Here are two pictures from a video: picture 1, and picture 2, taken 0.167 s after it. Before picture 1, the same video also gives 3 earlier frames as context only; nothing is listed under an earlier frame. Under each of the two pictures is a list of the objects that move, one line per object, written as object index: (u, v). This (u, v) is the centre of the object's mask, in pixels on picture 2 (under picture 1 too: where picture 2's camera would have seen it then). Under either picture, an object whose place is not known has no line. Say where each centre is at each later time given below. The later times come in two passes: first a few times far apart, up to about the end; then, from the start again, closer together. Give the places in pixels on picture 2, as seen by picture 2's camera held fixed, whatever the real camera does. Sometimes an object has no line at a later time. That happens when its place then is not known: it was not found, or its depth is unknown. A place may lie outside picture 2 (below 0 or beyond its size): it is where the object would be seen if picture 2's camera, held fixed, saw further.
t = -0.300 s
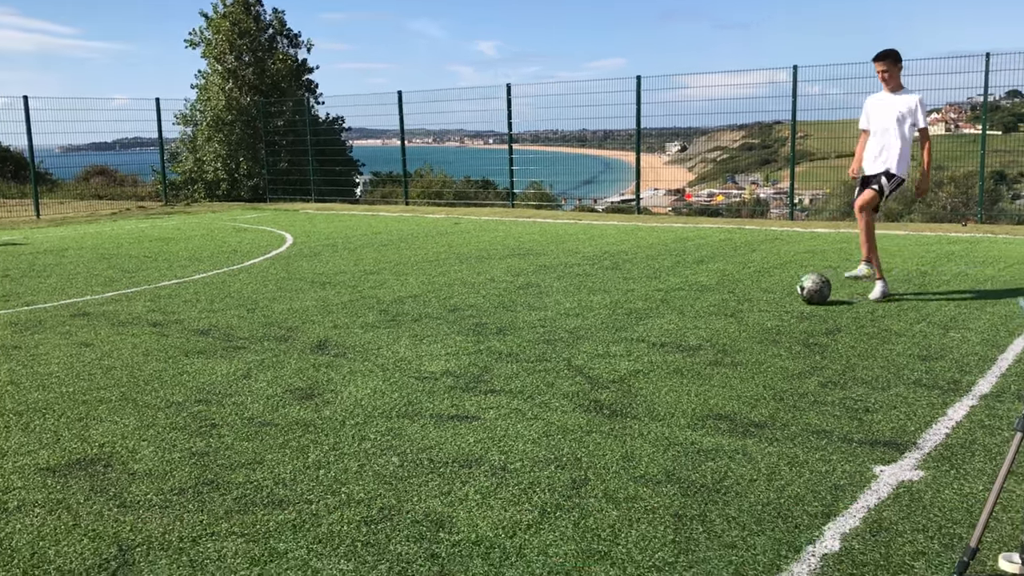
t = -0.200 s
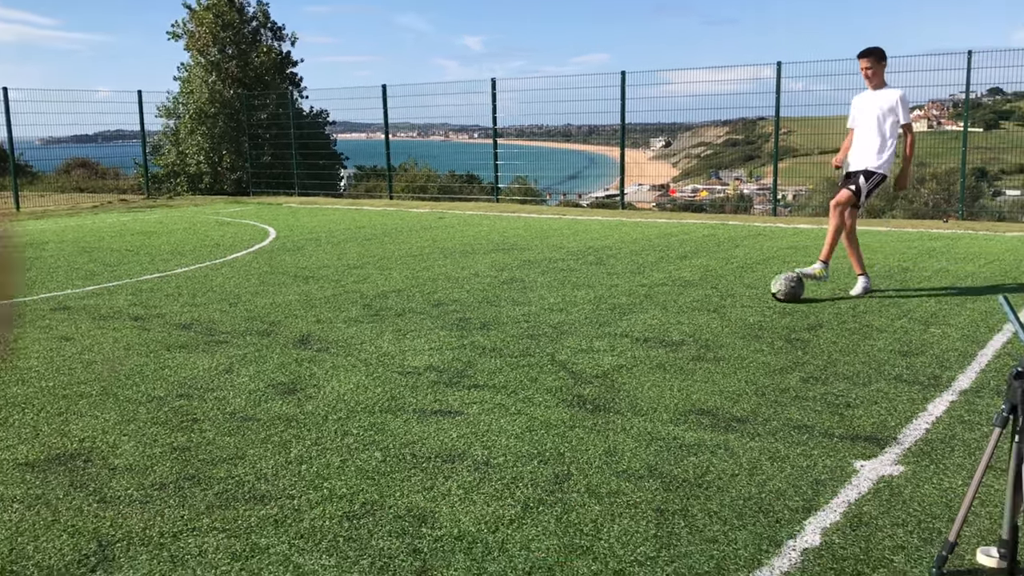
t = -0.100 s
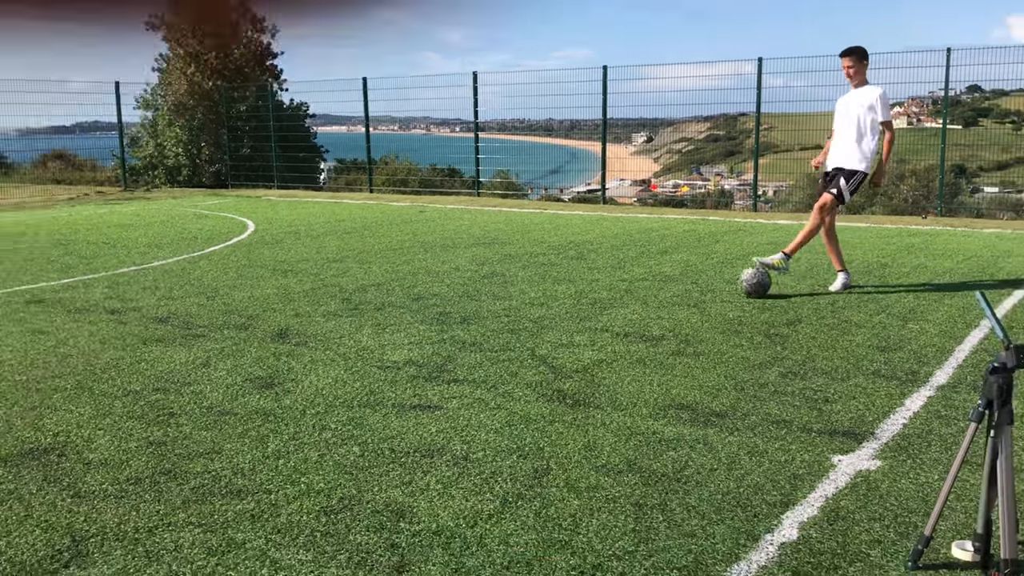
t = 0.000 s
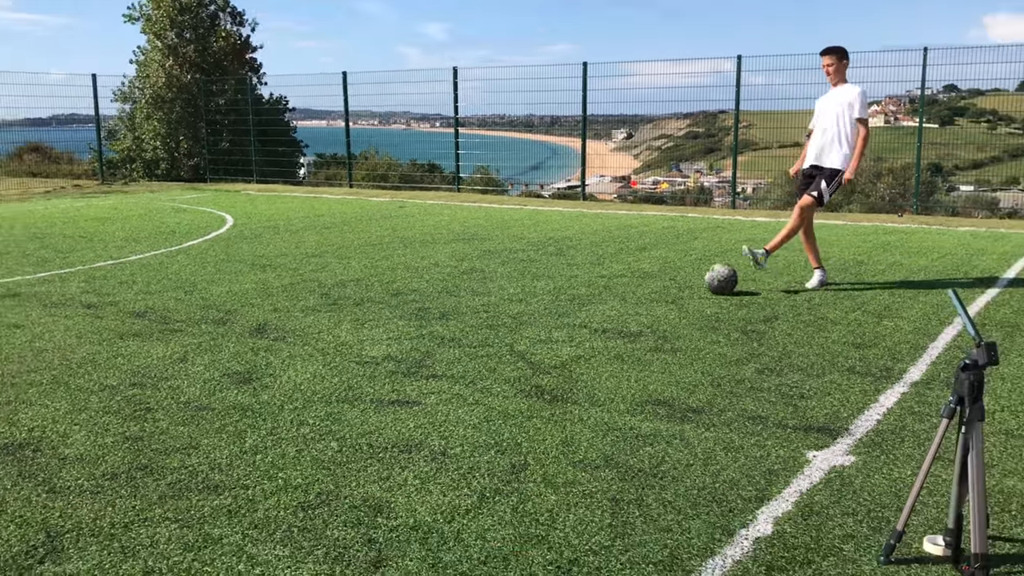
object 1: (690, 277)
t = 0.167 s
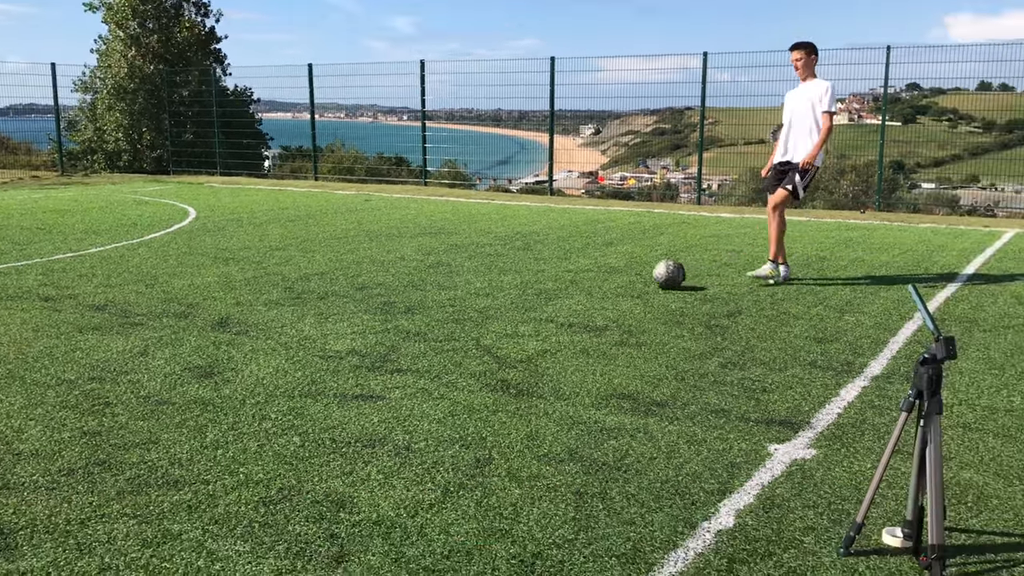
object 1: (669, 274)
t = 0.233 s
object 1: (661, 274)
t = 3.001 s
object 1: (583, 277)
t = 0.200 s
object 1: (665, 274)
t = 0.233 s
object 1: (661, 274)
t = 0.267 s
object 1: (658, 273)
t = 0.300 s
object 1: (654, 273)
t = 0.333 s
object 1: (650, 273)
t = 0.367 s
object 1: (647, 273)
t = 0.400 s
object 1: (643, 273)
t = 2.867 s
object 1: (579, 276)
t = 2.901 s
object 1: (580, 276)
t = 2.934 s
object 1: (581, 276)
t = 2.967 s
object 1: (582, 276)
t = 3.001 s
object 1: (583, 277)
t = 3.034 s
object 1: (584, 277)
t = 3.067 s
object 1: (585, 277)
